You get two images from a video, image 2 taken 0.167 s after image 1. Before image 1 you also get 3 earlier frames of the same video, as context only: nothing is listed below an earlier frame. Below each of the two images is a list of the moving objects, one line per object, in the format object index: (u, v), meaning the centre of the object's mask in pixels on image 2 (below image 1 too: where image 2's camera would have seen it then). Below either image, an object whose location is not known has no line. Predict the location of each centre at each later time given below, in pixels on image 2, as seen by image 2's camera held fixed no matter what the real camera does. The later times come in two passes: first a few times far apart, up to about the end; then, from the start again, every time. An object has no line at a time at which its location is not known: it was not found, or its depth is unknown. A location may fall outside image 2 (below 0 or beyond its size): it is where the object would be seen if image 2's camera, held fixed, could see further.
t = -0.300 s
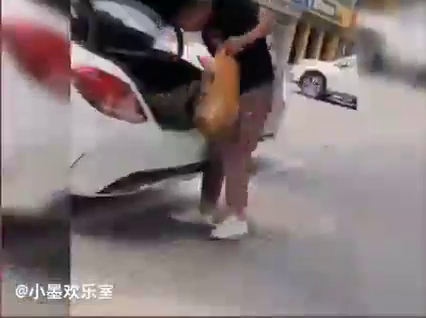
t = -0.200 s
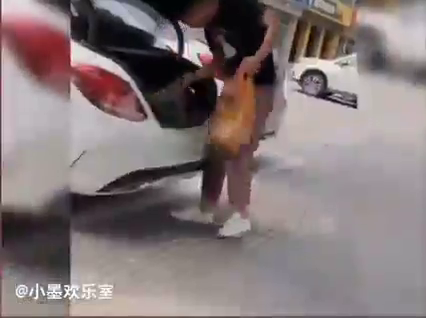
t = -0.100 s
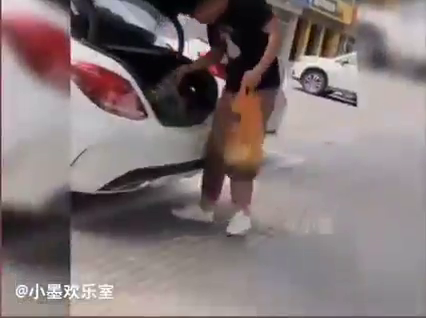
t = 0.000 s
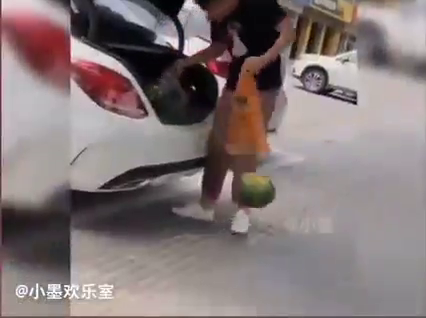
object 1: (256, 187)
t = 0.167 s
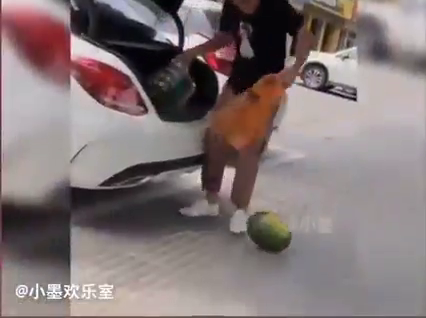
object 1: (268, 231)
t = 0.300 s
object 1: (278, 232)
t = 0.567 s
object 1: (283, 231)
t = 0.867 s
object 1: (265, 229)
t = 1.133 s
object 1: (259, 225)
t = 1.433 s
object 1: (275, 232)
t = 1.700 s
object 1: (279, 233)
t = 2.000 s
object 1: (263, 232)
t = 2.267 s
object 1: (264, 233)
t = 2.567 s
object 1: (269, 238)
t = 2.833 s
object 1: (265, 236)
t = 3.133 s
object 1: (267, 235)
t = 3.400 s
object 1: (266, 236)
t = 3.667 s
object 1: (266, 236)
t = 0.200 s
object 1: (271, 231)
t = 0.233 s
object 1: (274, 232)
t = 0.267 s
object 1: (276, 231)
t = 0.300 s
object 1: (278, 232)
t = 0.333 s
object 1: (280, 232)
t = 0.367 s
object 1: (281, 231)
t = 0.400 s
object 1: (282, 231)
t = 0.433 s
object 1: (283, 231)
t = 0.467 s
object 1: (283, 231)
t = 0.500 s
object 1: (283, 231)
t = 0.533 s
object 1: (283, 231)
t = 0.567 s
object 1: (283, 231)
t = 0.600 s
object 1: (282, 231)
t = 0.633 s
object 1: (281, 231)
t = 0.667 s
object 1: (279, 231)
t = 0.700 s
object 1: (277, 231)
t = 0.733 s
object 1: (275, 231)
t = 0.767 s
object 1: (272, 231)
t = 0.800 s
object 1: (269, 231)
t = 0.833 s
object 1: (267, 230)
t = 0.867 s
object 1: (265, 229)
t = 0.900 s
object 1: (263, 228)
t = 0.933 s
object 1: (262, 227)
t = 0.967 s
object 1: (261, 226)
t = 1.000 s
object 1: (260, 226)
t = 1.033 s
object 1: (259, 225)
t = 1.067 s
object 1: (259, 225)
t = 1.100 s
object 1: (259, 225)
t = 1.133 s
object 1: (259, 225)
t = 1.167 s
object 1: (260, 226)
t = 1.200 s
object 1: (261, 227)
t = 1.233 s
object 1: (262, 228)
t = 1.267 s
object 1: (264, 228)
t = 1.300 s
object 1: (266, 230)
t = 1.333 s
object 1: (268, 231)
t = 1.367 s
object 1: (270, 231)
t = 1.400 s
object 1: (272, 232)
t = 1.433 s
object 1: (275, 232)
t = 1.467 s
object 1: (276, 232)
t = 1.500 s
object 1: (277, 232)
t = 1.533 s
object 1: (279, 232)
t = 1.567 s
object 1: (279, 232)
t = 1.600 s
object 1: (280, 232)
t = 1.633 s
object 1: (279, 233)
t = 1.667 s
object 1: (279, 232)
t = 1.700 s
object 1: (279, 233)
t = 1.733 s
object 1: (277, 233)
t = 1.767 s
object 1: (276, 233)
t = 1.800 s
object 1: (275, 233)
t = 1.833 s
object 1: (272, 233)
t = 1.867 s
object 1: (270, 233)
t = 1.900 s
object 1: (268, 233)
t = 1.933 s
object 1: (267, 232)
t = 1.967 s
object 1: (265, 232)
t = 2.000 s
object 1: (263, 232)
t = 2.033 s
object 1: (262, 231)
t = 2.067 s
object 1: (261, 231)
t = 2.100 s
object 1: (261, 231)
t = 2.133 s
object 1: (261, 231)
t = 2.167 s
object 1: (262, 232)
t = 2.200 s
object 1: (262, 232)
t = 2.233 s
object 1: (263, 233)
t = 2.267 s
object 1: (264, 233)
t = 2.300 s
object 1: (265, 234)
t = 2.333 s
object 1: (267, 236)
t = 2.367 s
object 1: (268, 236)
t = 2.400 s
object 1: (269, 237)
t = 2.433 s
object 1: (270, 237)
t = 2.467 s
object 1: (270, 237)
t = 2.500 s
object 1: (270, 237)
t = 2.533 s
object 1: (270, 238)
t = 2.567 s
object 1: (269, 238)
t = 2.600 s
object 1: (268, 238)
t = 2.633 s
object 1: (268, 237)
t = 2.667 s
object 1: (267, 237)
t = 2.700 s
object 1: (266, 237)
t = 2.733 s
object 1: (265, 237)
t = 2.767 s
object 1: (265, 236)
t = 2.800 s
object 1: (265, 236)
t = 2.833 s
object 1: (265, 236)
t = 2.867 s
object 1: (266, 236)
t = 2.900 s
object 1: (266, 236)
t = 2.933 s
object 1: (266, 236)
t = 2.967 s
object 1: (267, 236)
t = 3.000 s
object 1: (267, 235)
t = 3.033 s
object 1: (267, 235)
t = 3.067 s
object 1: (267, 235)
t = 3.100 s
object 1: (267, 235)
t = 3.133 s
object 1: (267, 235)
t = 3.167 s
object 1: (267, 236)
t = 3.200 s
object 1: (267, 236)
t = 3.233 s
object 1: (267, 236)
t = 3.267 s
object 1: (266, 236)
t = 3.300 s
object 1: (266, 236)
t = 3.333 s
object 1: (266, 236)
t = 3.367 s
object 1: (266, 236)
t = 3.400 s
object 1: (266, 236)
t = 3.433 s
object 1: (266, 237)
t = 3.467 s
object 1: (266, 237)
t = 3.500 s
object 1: (266, 237)
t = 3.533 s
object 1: (266, 237)
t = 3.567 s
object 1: (266, 237)
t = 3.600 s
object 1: (266, 236)
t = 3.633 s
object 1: (266, 236)
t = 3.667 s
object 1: (266, 236)
